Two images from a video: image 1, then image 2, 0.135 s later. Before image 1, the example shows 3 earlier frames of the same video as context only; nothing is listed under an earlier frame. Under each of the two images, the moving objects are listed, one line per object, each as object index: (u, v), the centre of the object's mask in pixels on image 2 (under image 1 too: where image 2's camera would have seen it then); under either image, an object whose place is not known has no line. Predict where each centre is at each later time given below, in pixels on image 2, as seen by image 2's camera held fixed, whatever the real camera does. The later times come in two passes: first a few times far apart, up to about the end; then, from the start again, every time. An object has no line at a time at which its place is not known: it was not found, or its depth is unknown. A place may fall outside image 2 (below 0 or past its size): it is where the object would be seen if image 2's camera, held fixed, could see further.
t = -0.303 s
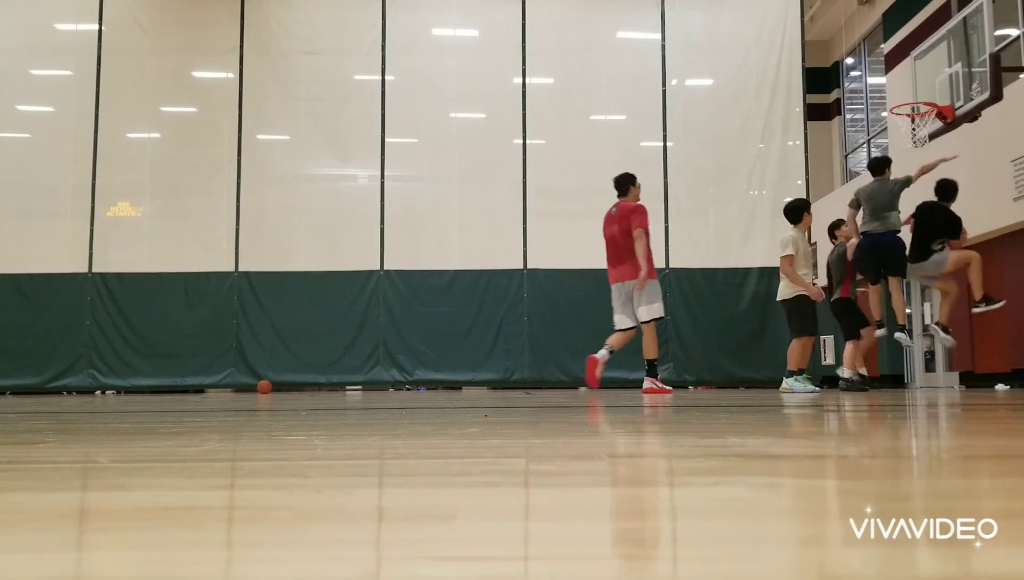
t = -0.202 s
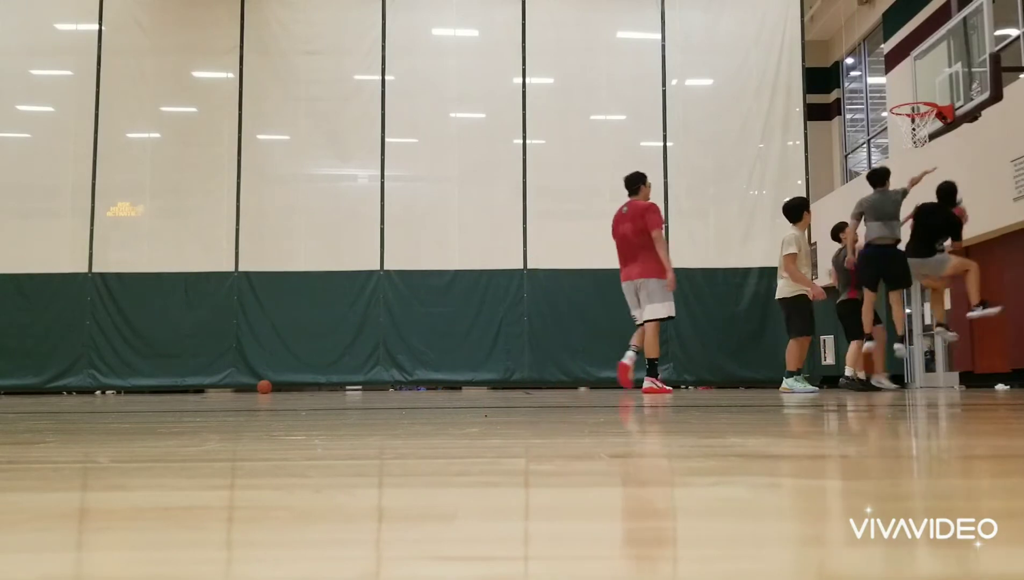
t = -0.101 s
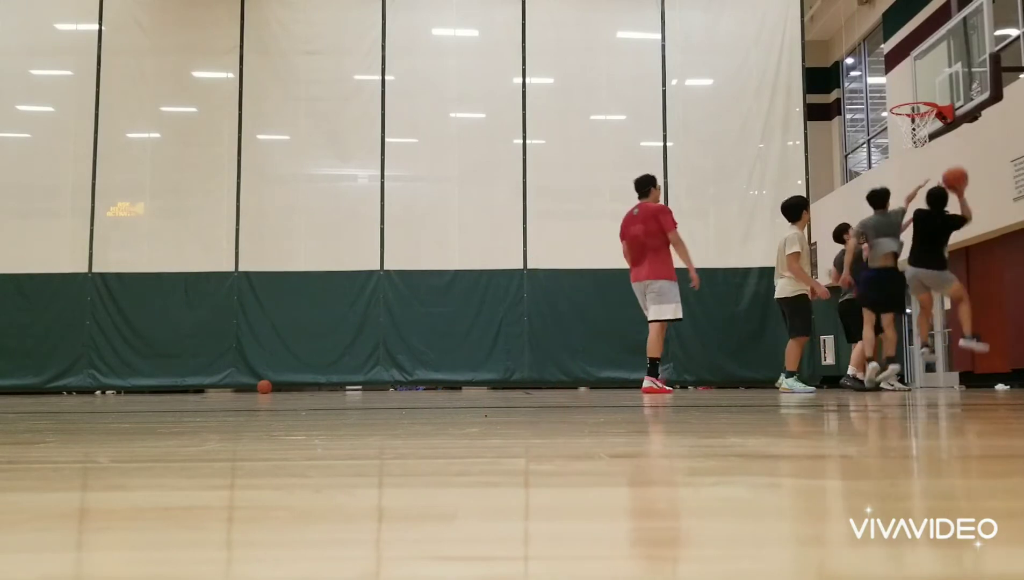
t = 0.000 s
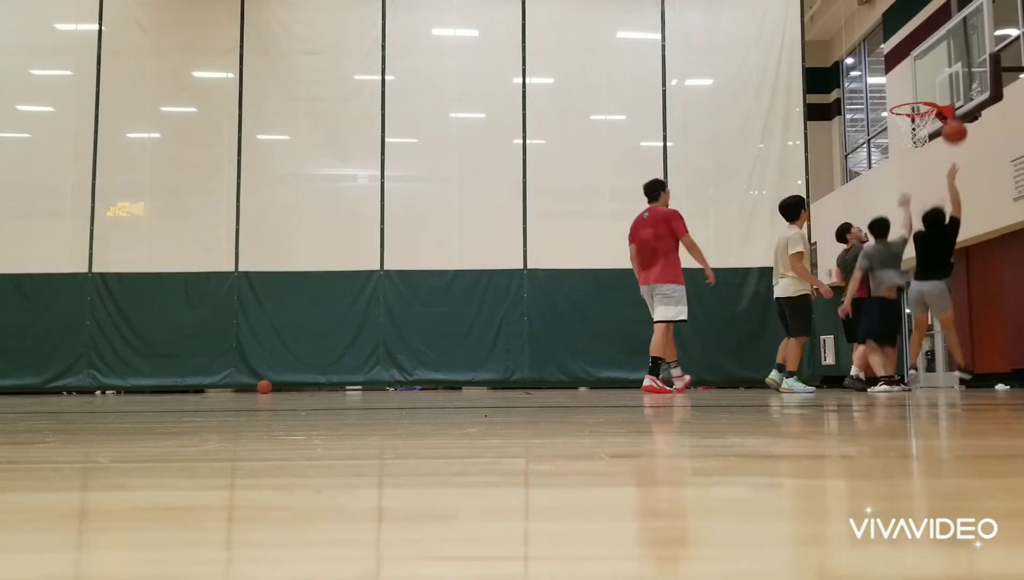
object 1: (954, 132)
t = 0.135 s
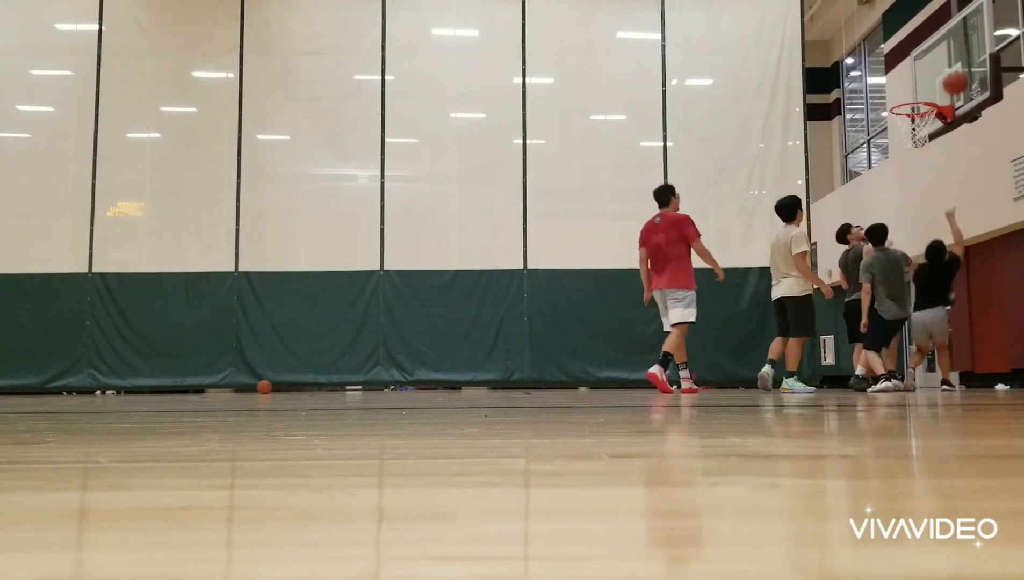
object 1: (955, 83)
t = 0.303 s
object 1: (953, 49)
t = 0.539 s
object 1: (938, 62)
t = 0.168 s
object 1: (956, 73)
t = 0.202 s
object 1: (956, 65)
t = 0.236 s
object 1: (956, 57)
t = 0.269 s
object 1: (956, 51)
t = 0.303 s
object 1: (953, 49)
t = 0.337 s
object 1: (951, 48)
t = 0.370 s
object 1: (949, 48)
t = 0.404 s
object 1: (946, 49)
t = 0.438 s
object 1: (944, 50)
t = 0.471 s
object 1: (942, 53)
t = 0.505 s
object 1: (940, 57)
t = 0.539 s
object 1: (938, 62)
